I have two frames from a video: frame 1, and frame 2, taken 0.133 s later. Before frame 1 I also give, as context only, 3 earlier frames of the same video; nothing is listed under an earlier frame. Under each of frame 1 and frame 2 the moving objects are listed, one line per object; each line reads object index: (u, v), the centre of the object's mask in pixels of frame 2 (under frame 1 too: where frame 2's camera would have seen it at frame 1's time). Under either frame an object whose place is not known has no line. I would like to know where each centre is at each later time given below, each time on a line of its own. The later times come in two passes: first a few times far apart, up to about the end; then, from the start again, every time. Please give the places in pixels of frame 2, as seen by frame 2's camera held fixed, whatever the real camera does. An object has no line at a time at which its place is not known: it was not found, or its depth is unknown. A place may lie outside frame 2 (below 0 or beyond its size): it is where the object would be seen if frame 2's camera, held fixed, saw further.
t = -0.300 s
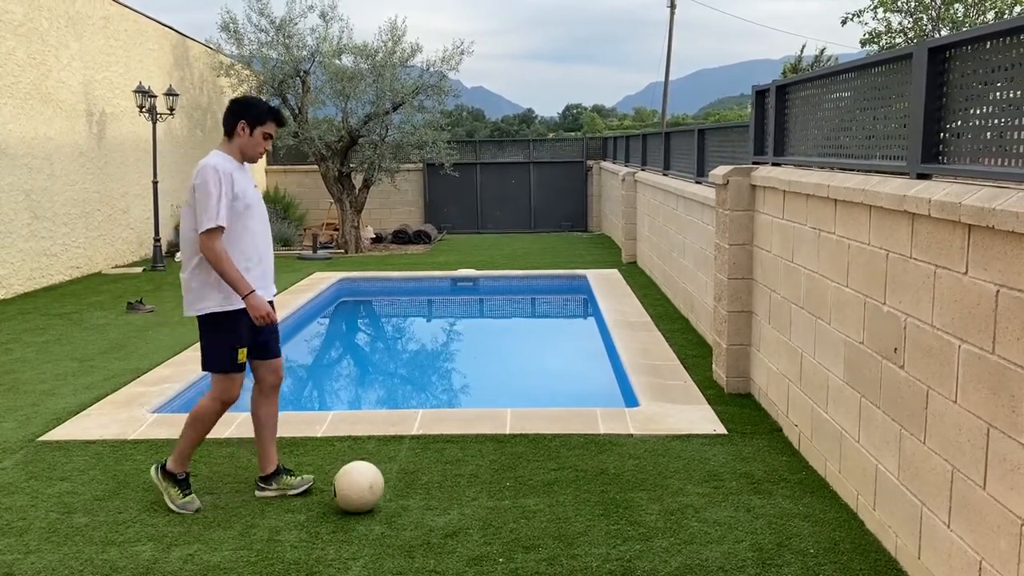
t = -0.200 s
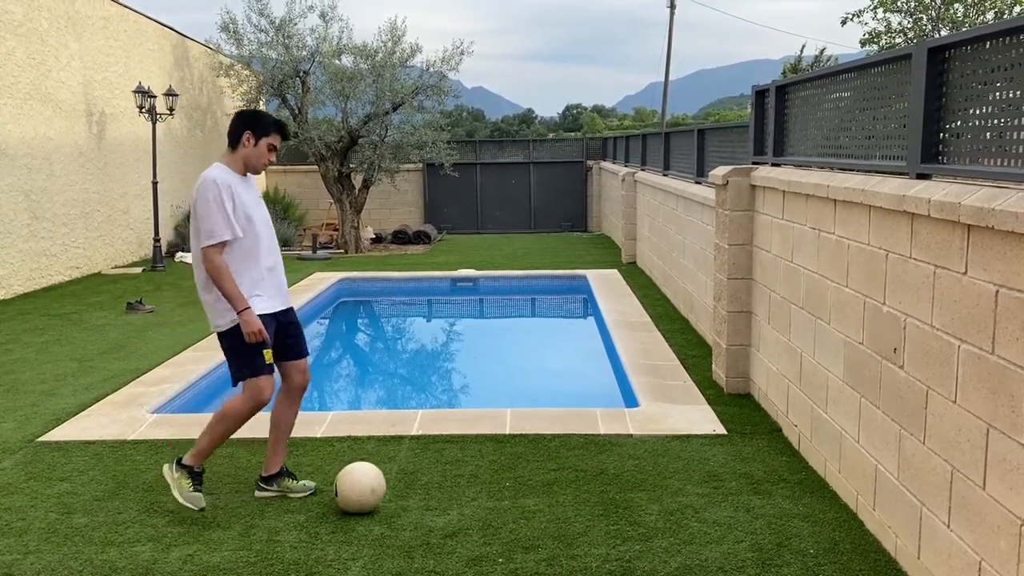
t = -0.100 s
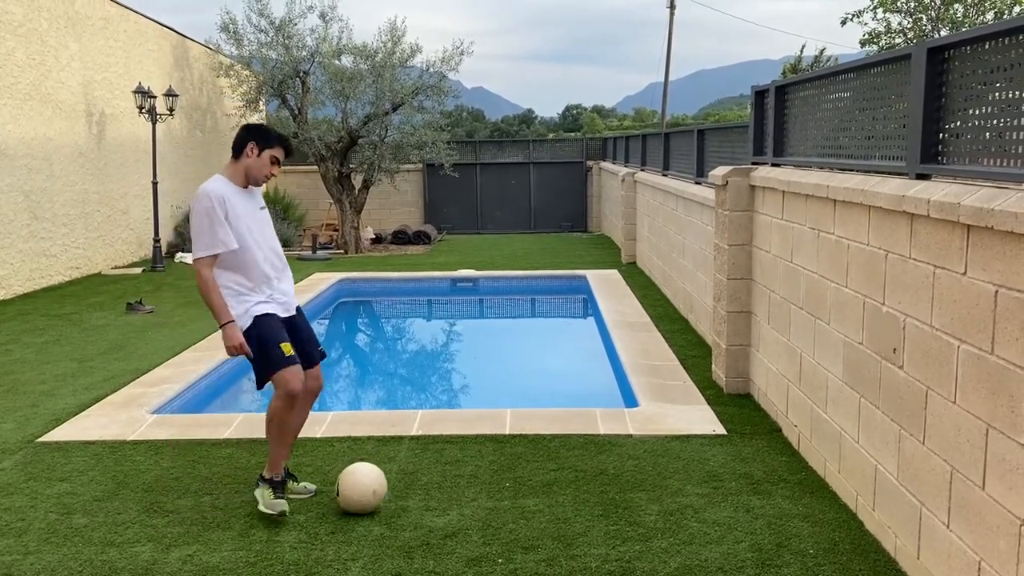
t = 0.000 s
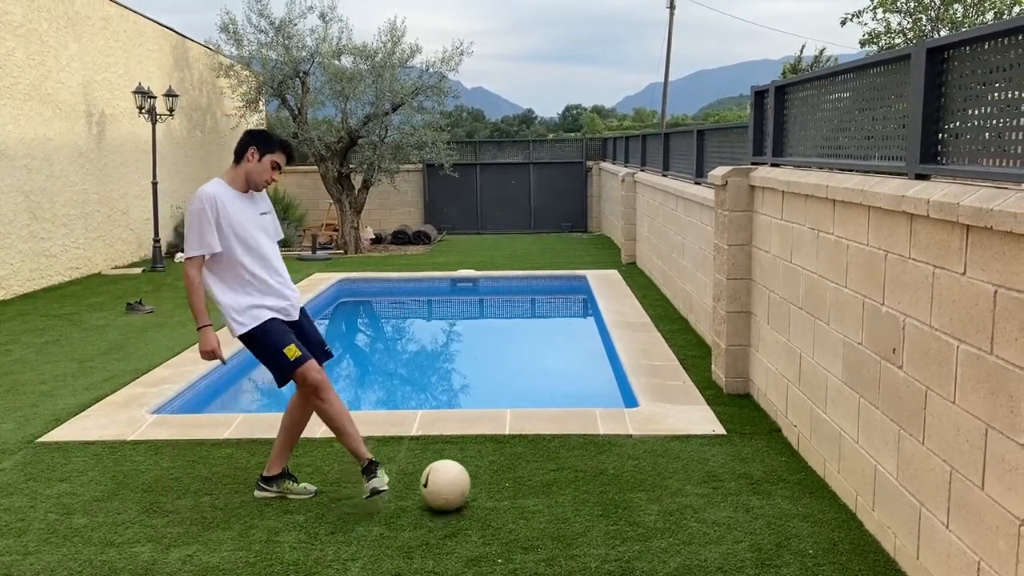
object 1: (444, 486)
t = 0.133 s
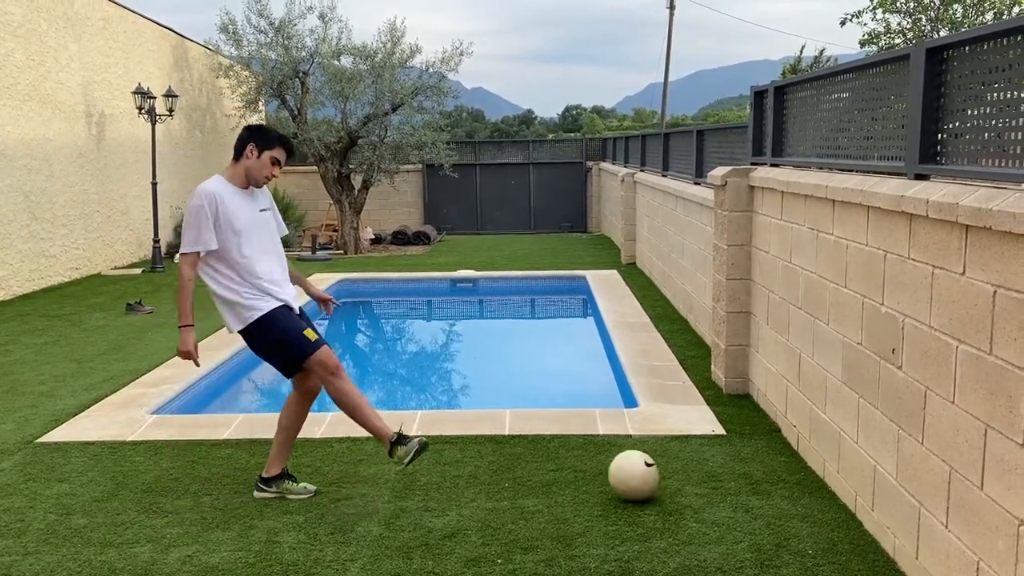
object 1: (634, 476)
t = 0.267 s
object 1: (797, 473)
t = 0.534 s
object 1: (602, 467)
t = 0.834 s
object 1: (440, 475)
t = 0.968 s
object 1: (384, 477)
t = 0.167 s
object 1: (676, 475)
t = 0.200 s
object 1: (717, 472)
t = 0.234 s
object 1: (758, 472)
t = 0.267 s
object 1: (797, 473)
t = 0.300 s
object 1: (802, 470)
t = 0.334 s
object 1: (773, 464)
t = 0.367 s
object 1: (743, 462)
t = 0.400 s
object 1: (711, 461)
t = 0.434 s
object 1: (681, 463)
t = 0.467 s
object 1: (652, 468)
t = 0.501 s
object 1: (624, 471)
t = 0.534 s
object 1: (602, 467)
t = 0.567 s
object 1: (581, 465)
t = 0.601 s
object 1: (559, 465)
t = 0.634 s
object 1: (538, 469)
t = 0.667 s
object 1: (516, 473)
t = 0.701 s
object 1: (500, 472)
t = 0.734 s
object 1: (485, 469)
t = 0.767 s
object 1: (470, 469)
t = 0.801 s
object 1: (455, 471)
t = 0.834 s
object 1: (440, 475)
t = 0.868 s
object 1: (426, 474)
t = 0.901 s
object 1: (411, 474)
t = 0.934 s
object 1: (398, 474)
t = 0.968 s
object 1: (384, 477)
